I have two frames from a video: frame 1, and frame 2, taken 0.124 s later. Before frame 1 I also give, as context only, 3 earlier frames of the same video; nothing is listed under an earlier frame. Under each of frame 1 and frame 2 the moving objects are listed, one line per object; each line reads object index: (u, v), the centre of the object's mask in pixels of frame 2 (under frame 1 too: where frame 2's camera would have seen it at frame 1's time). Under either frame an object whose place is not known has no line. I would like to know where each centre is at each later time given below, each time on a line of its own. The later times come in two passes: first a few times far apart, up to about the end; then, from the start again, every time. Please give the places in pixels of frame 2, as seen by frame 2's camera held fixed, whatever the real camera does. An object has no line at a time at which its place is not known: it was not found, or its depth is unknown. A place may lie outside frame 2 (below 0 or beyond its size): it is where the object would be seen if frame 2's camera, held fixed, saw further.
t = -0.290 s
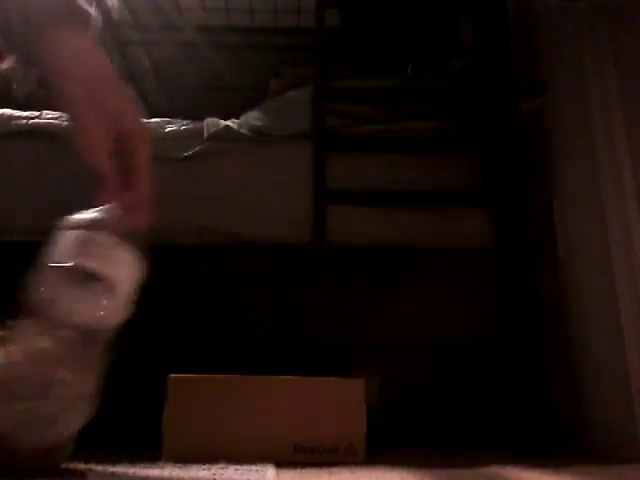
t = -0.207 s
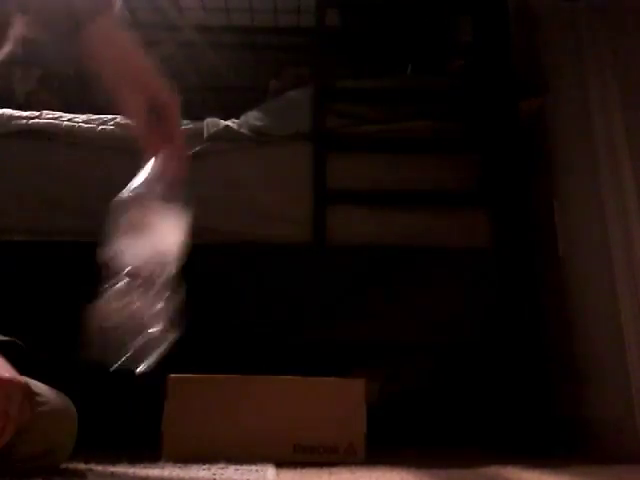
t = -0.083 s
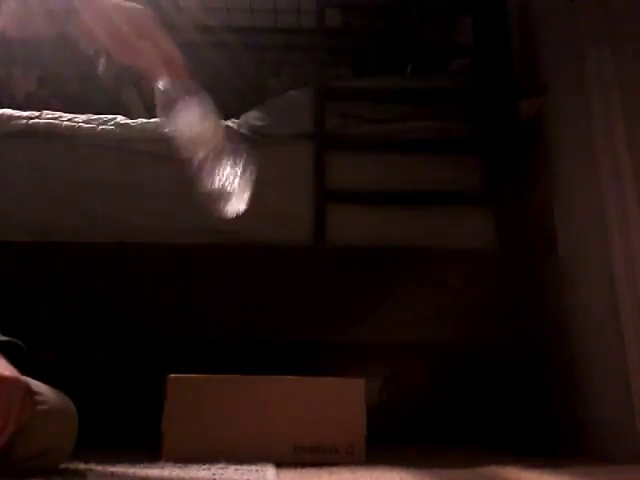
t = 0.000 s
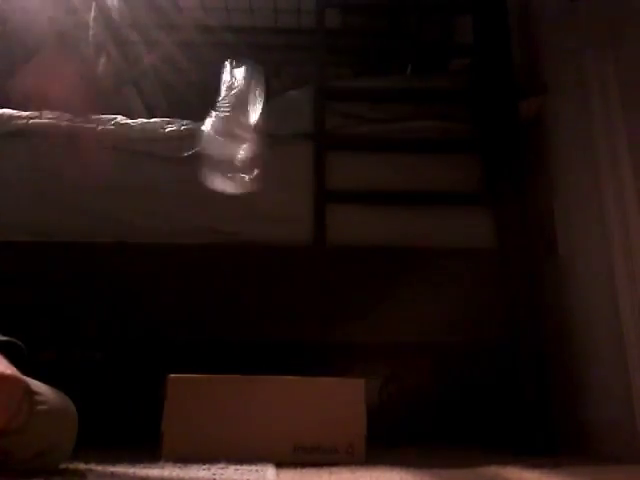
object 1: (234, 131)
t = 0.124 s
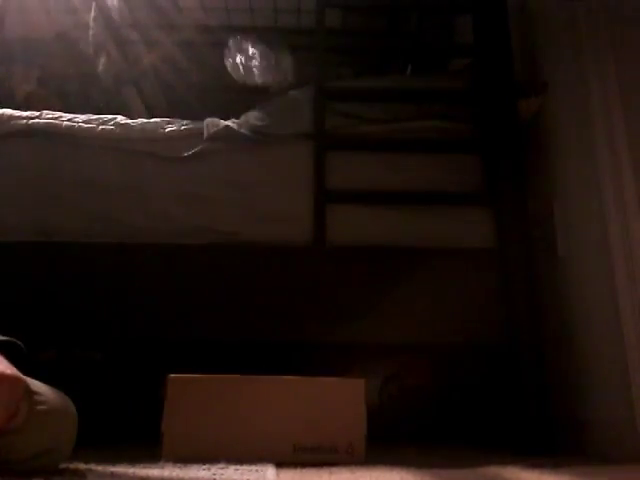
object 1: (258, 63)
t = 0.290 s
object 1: (272, 125)
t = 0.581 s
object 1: (291, 434)
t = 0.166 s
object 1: (262, 69)
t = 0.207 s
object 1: (266, 83)
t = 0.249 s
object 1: (269, 105)
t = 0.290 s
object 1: (272, 125)
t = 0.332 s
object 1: (274, 155)
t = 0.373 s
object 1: (275, 184)
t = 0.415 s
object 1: (278, 193)
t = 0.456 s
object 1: (283, 219)
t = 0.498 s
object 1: (289, 270)
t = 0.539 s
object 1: (295, 350)
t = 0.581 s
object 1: (291, 434)
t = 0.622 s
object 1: (293, 448)
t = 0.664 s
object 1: (295, 446)
